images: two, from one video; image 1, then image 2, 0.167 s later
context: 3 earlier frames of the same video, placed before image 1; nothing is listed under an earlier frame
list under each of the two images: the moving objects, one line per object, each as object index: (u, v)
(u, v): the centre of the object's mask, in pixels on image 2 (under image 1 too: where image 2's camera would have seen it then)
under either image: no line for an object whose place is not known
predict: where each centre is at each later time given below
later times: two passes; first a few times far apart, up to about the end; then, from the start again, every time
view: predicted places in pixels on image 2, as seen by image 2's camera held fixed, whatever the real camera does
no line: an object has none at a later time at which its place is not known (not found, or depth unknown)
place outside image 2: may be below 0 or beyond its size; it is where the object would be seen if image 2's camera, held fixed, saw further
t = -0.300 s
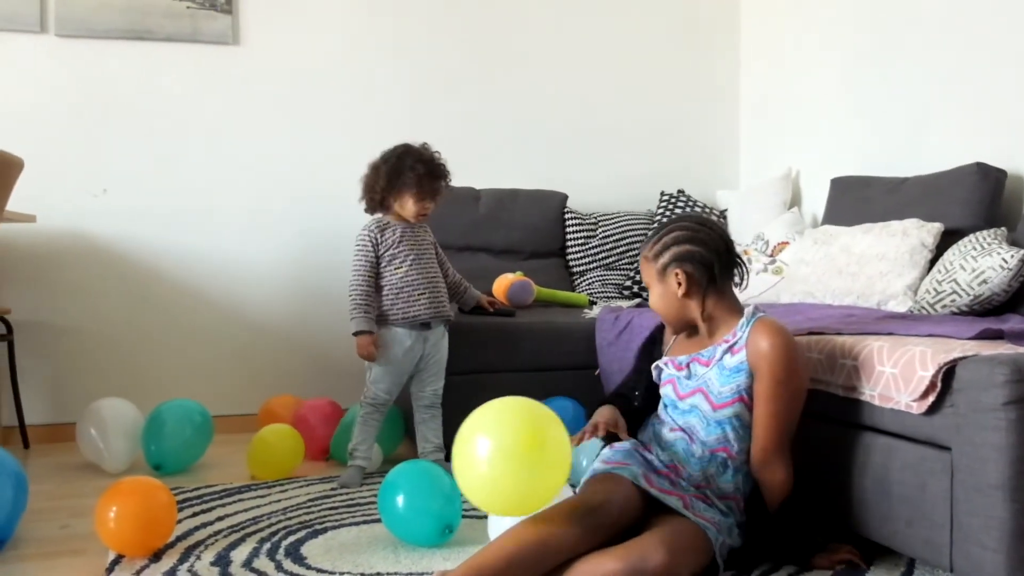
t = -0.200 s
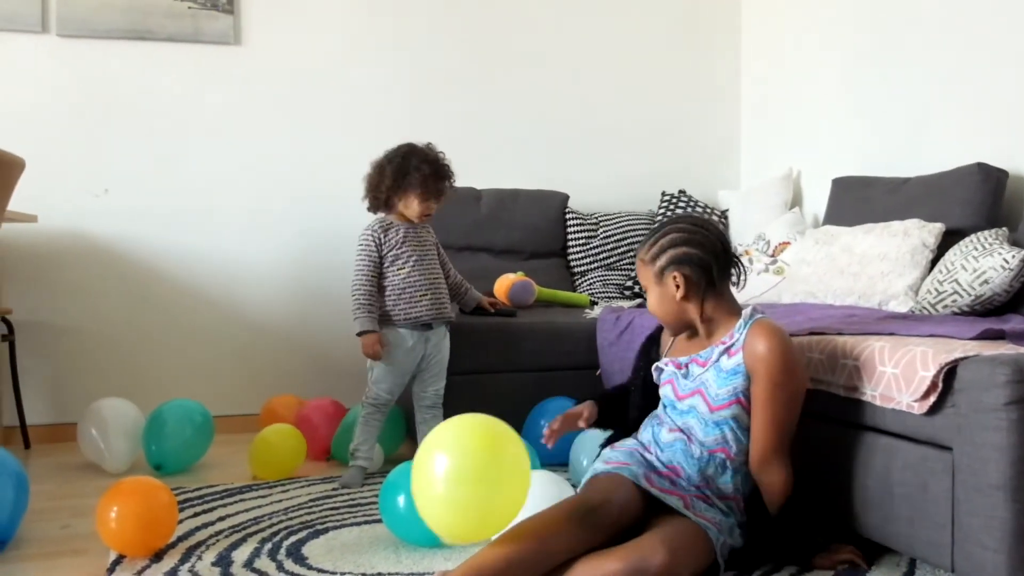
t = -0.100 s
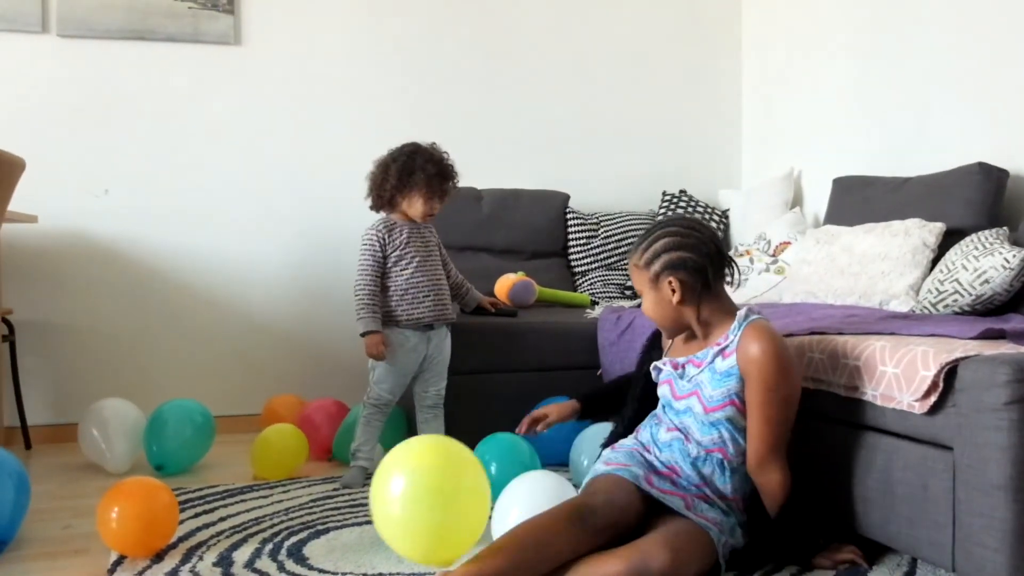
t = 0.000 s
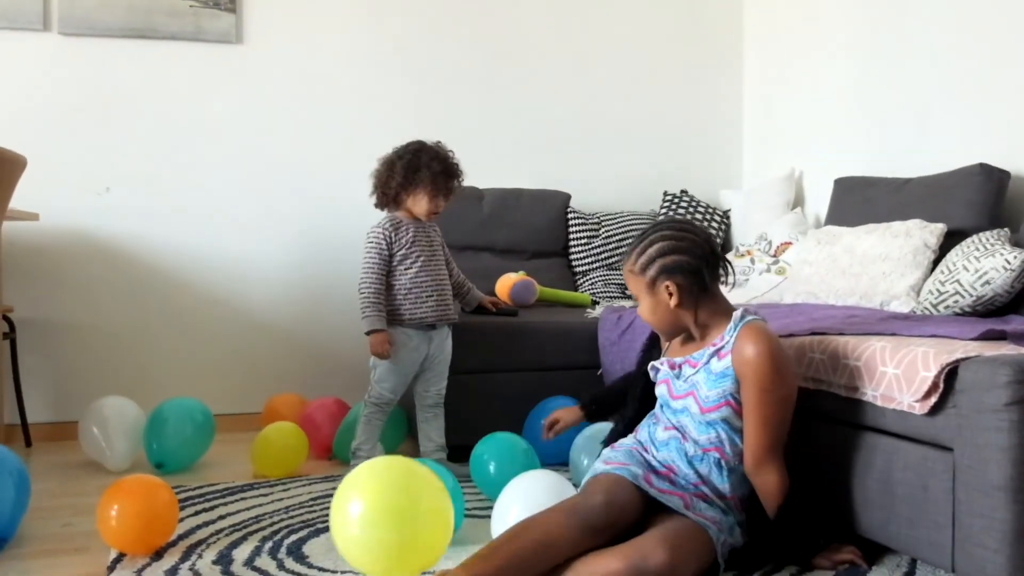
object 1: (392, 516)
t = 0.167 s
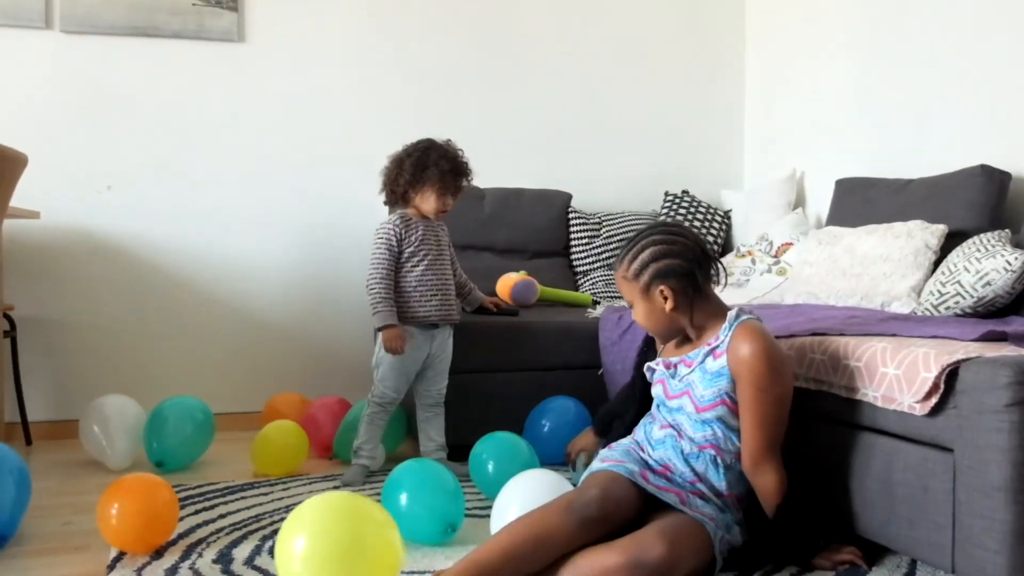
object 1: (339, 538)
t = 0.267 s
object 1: (319, 539)
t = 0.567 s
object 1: (291, 523)
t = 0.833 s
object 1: (270, 523)
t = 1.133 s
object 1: (250, 523)
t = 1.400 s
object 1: (254, 516)
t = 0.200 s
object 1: (330, 542)
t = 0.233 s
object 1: (323, 542)
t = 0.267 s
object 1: (319, 539)
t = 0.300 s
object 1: (315, 536)
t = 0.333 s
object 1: (310, 533)
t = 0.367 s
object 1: (307, 531)
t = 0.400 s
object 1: (303, 529)
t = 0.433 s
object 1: (301, 528)
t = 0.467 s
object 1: (298, 526)
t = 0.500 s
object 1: (296, 525)
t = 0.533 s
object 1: (294, 524)
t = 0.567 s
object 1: (291, 523)
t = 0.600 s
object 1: (288, 522)
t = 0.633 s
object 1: (286, 521)
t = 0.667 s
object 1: (283, 521)
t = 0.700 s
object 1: (281, 521)
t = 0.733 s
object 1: (279, 521)
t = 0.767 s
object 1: (276, 522)
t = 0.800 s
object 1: (273, 522)
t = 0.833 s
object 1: (270, 523)
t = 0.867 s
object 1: (268, 524)
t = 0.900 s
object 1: (266, 525)
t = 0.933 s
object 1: (264, 527)
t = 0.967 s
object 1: (261, 527)
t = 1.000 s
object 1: (259, 527)
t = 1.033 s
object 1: (256, 526)
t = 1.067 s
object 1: (254, 525)
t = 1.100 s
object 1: (252, 524)
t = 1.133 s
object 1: (250, 523)
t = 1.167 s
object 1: (250, 522)
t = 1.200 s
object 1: (249, 520)
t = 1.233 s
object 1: (249, 520)
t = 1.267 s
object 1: (249, 519)
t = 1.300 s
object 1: (250, 518)
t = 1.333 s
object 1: (251, 517)
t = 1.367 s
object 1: (253, 516)
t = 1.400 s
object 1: (254, 516)
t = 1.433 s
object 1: (256, 515)
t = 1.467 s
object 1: (258, 515)
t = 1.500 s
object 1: (261, 514)
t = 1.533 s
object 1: (264, 514)
